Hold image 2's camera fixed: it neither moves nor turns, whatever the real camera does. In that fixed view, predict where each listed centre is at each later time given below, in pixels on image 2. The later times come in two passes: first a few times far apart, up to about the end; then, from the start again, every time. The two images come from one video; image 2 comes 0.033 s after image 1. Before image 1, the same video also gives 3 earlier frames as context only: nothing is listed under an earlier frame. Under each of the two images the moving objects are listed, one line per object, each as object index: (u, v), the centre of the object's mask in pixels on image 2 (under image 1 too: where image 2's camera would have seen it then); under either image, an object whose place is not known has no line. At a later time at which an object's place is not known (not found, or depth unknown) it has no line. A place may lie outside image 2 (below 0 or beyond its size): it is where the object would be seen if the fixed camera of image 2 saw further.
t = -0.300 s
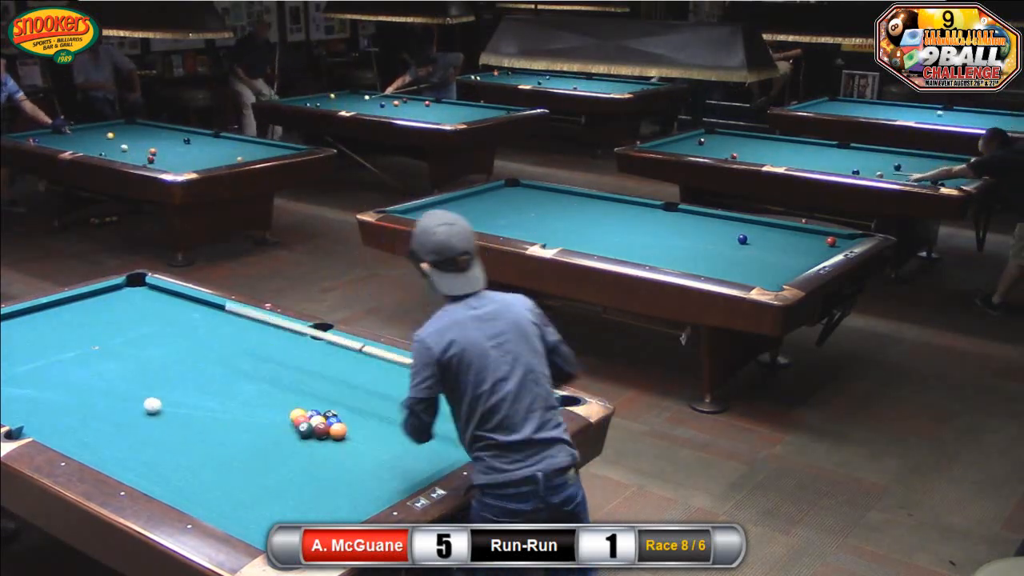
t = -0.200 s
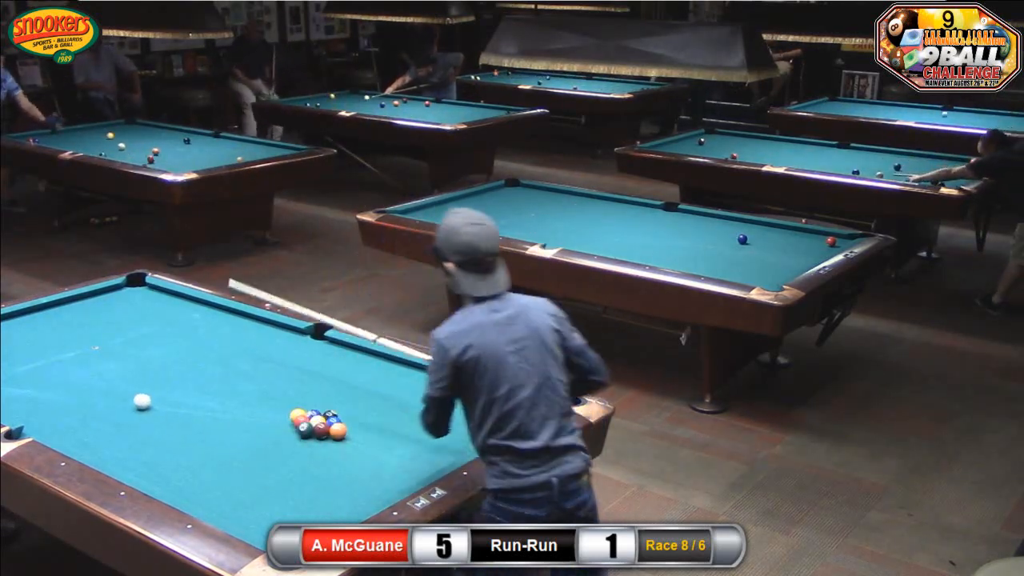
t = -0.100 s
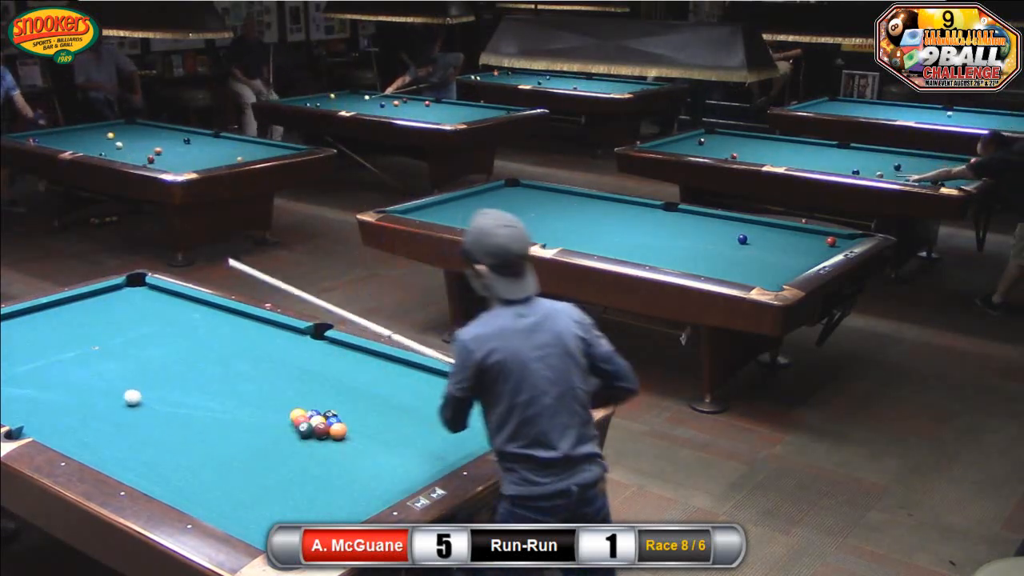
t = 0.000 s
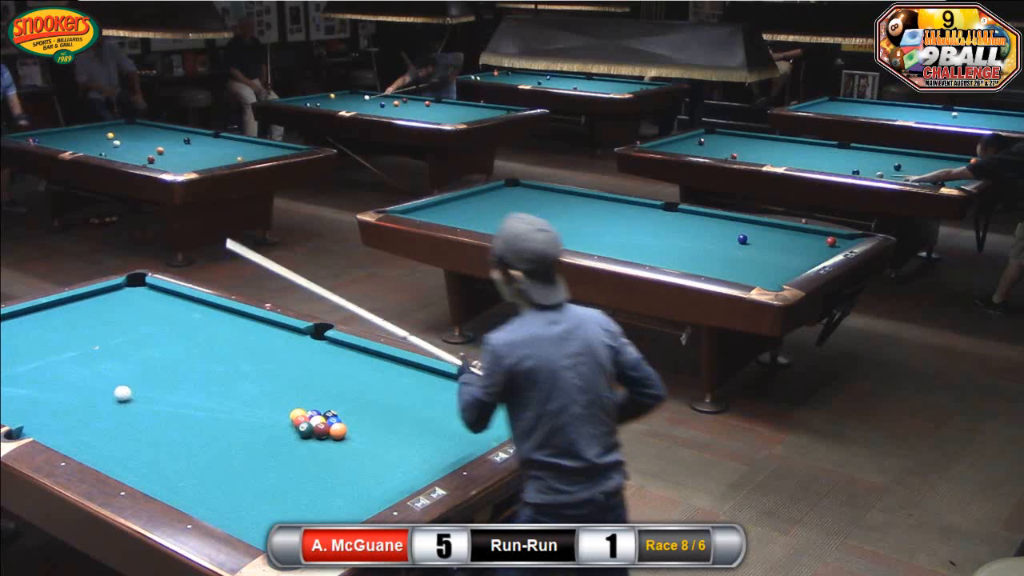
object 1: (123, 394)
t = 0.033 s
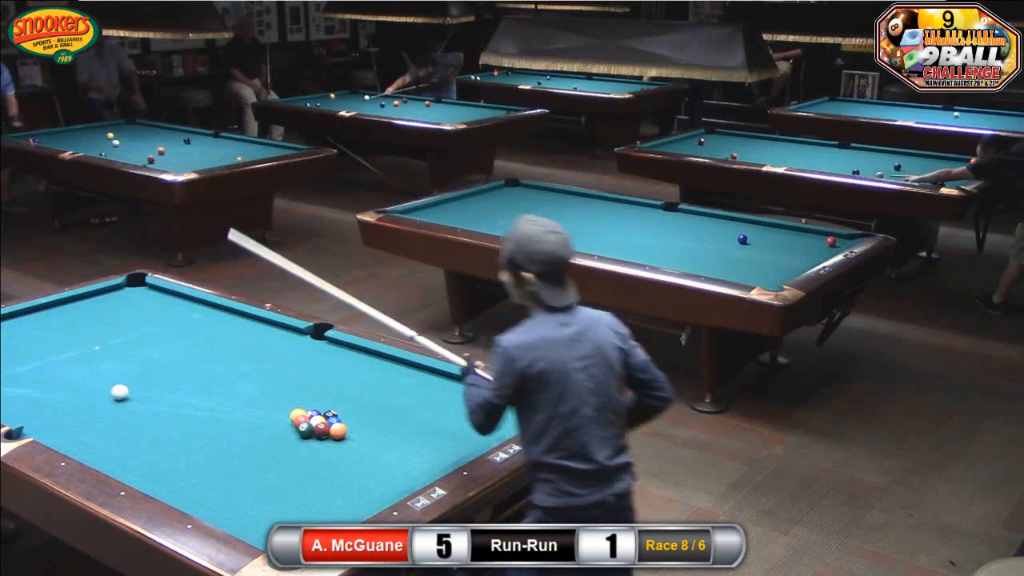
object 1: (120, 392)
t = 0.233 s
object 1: (102, 385)
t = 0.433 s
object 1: (85, 378)
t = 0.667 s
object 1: (66, 371)
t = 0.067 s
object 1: (117, 391)
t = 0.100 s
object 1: (113, 390)
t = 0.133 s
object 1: (110, 389)
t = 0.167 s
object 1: (108, 387)
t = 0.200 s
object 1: (105, 386)
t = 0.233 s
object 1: (102, 385)
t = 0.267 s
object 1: (99, 384)
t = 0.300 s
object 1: (96, 383)
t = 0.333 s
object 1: (93, 381)
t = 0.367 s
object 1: (90, 380)
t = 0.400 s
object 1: (88, 379)
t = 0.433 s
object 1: (85, 378)
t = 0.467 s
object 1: (82, 377)
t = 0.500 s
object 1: (79, 376)
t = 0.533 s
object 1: (77, 375)
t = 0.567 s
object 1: (74, 374)
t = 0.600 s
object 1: (72, 373)
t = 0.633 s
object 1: (69, 372)
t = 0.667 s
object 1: (66, 371)
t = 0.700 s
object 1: (64, 370)
